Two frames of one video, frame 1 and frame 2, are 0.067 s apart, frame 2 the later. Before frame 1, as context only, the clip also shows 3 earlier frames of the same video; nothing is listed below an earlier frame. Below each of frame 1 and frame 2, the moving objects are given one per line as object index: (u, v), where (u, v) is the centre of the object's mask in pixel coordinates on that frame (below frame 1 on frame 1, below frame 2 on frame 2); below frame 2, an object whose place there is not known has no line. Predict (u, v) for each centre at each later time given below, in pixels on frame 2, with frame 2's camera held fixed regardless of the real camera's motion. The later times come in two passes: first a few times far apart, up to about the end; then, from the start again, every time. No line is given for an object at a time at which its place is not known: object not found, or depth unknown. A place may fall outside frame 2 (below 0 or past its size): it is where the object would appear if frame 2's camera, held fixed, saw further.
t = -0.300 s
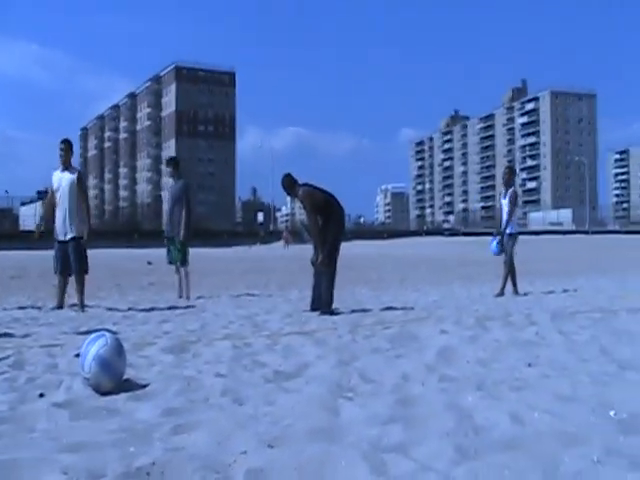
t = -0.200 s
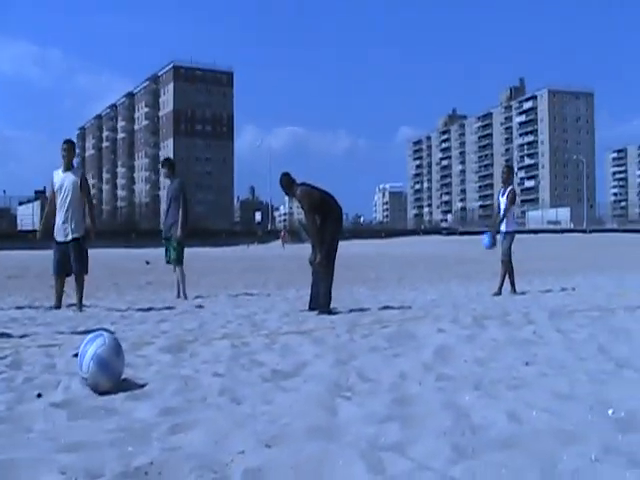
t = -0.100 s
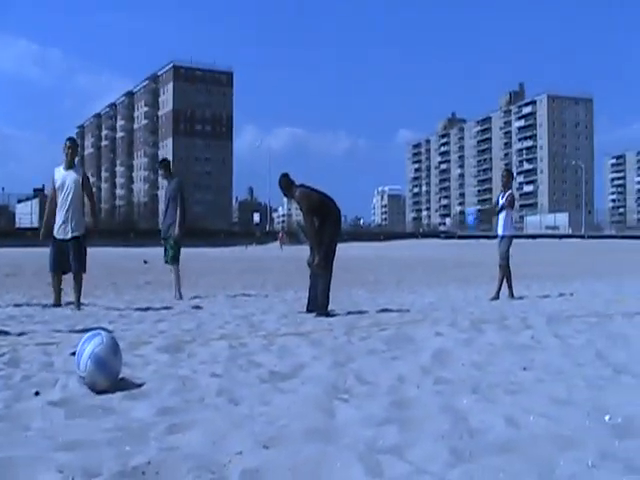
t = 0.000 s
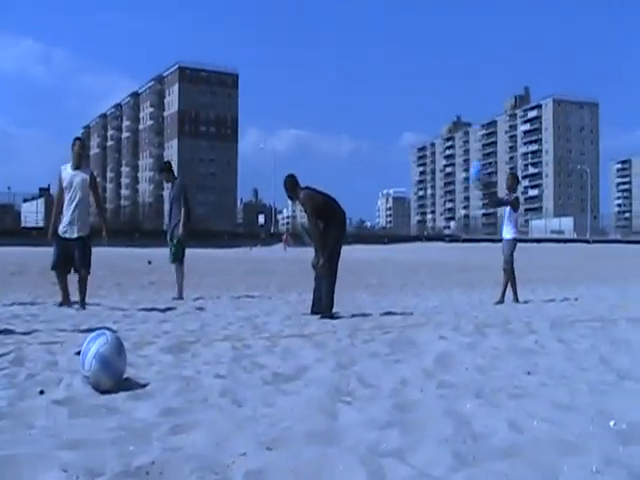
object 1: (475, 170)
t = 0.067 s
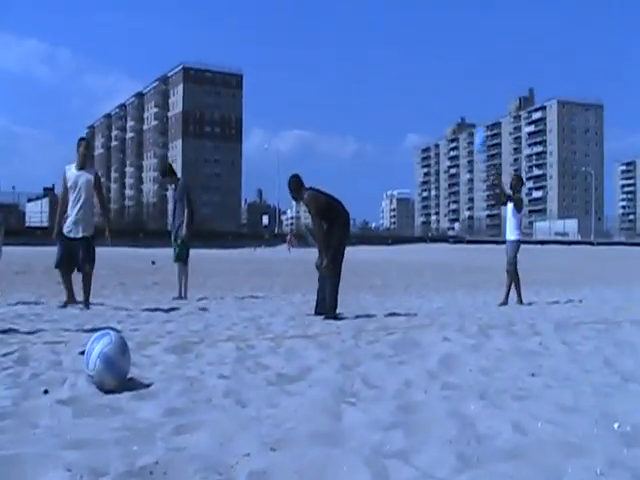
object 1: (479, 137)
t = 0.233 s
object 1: (482, 82)
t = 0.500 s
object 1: (481, 38)
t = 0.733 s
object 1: (485, 45)
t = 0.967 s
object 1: (486, 96)
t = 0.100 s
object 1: (480, 126)
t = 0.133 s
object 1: (482, 114)
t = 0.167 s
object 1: (482, 101)
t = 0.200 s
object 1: (482, 91)
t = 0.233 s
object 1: (482, 82)
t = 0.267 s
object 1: (482, 73)
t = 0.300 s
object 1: (482, 65)
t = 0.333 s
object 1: (481, 59)
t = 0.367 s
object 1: (481, 53)
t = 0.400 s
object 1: (481, 49)
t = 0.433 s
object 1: (481, 44)
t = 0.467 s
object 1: (481, 40)
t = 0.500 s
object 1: (481, 38)
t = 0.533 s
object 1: (481, 37)
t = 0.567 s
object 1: (481, 36)
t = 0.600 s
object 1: (482, 37)
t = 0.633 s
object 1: (482, 37)
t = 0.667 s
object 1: (484, 39)
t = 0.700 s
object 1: (485, 42)
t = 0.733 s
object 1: (485, 45)
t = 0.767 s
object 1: (486, 50)
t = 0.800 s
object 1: (487, 55)
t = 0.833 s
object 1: (487, 62)
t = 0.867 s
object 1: (487, 69)
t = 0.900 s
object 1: (487, 77)
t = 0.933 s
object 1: (487, 86)
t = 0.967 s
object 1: (486, 96)
